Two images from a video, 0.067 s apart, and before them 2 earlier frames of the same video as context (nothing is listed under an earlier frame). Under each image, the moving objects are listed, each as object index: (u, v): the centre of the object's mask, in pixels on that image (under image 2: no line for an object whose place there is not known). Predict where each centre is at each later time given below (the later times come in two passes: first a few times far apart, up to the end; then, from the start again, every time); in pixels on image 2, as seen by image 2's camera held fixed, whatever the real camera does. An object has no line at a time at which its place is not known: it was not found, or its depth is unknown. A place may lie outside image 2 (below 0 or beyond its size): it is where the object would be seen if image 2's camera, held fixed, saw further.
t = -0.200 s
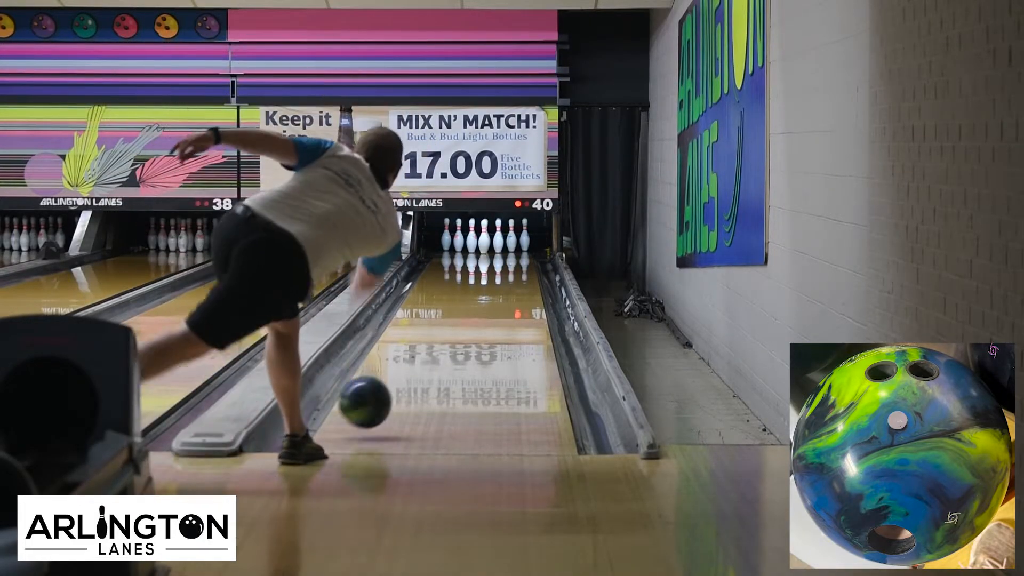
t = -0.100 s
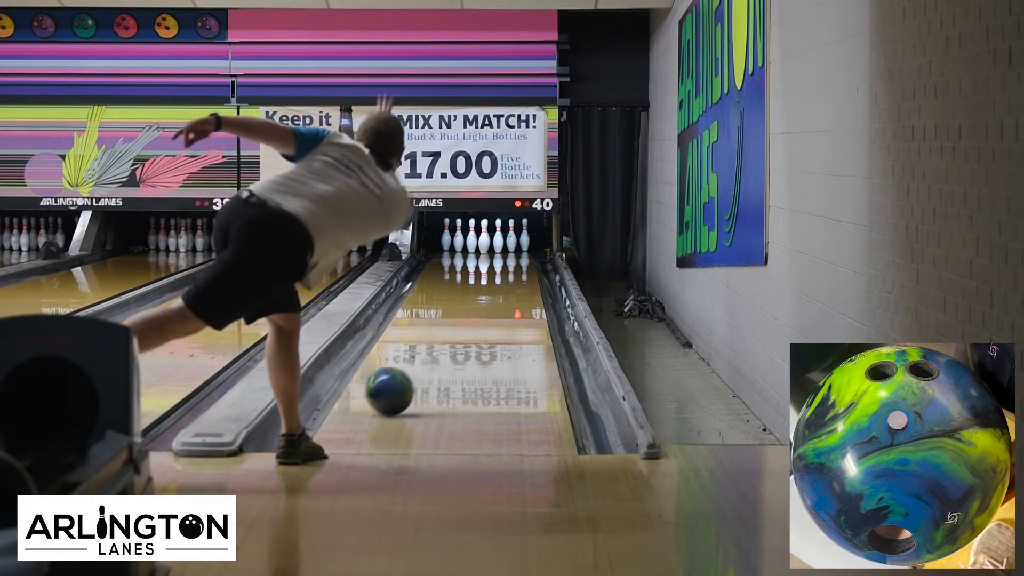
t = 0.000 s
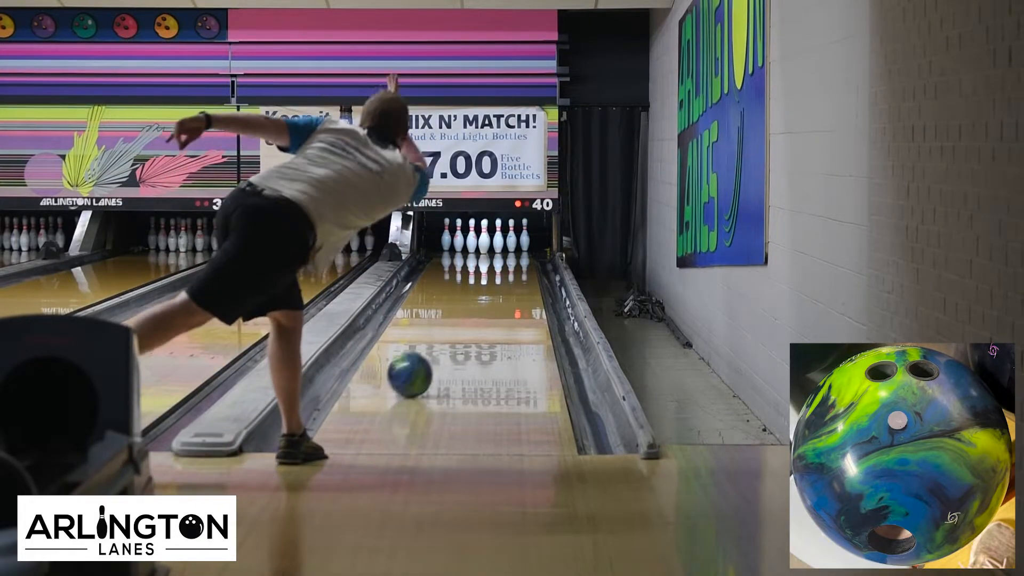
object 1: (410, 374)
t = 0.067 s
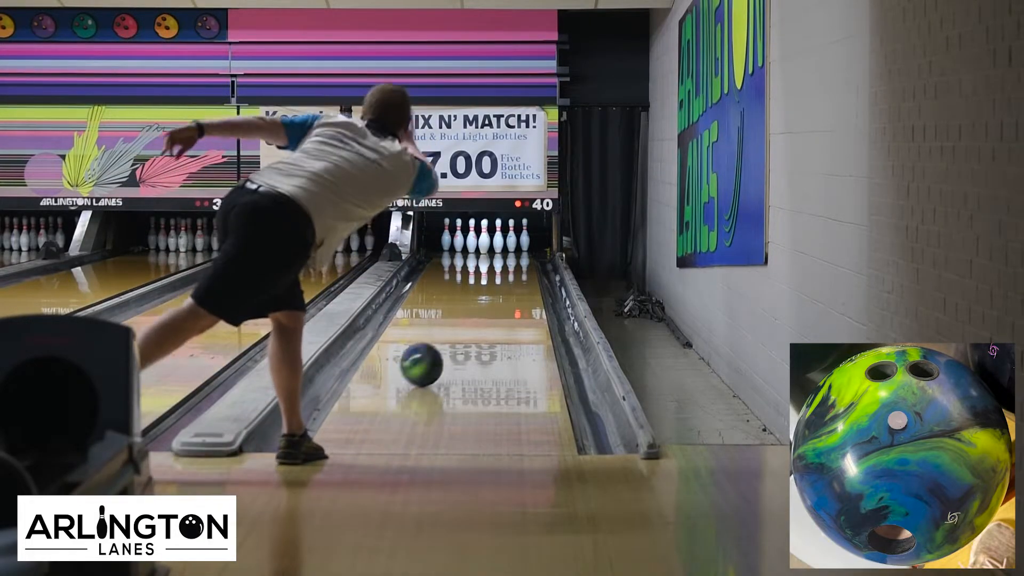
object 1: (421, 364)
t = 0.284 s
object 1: (453, 337)
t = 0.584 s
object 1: (484, 310)
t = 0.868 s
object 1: (503, 291)
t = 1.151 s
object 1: (512, 275)
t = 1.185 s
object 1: (513, 274)
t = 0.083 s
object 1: (424, 362)
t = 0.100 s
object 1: (427, 360)
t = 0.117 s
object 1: (430, 357)
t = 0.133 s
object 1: (432, 355)
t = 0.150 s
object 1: (435, 353)
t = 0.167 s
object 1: (437, 351)
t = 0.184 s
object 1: (440, 349)
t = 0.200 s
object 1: (442, 347)
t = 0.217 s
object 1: (444, 345)
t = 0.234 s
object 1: (446, 343)
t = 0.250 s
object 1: (449, 341)
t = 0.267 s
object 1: (451, 339)
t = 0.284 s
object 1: (453, 337)
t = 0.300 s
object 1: (455, 336)
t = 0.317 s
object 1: (457, 334)
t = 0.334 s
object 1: (459, 332)
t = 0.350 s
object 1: (461, 330)
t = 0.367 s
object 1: (463, 329)
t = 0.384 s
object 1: (465, 327)
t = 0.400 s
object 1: (467, 325)
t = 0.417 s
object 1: (469, 324)
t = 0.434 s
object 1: (470, 323)
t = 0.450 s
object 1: (472, 322)
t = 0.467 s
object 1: (473, 320)
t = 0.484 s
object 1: (475, 319)
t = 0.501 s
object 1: (476, 317)
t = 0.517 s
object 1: (478, 316)
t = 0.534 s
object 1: (479, 314)
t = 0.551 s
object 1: (481, 313)
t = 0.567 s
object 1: (482, 312)
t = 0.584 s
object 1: (484, 310)
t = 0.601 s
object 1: (485, 309)
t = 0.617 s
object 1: (486, 307)
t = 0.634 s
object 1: (488, 306)
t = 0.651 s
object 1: (489, 305)
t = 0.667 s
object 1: (490, 304)
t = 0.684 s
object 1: (491, 303)
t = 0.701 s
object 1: (492, 302)
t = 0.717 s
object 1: (494, 301)
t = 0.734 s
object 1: (495, 300)
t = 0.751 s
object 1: (496, 298)
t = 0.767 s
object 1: (497, 297)
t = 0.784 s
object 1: (498, 296)
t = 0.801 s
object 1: (499, 295)
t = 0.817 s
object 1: (500, 294)
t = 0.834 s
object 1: (501, 293)
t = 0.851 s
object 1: (501, 292)
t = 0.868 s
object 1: (503, 291)
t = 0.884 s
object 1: (503, 290)
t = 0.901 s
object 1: (504, 288)
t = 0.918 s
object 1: (505, 288)
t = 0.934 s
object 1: (505, 286)
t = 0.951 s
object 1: (506, 286)
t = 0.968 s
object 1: (507, 285)
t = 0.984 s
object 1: (507, 284)
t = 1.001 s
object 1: (508, 283)
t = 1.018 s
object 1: (508, 282)
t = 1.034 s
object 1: (509, 281)
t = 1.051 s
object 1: (509, 280)
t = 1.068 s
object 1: (510, 279)
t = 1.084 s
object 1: (511, 278)
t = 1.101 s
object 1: (512, 277)
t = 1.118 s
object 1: (512, 276)
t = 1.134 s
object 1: (512, 276)
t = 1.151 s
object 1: (512, 275)
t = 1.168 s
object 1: (513, 274)
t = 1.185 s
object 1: (513, 274)
